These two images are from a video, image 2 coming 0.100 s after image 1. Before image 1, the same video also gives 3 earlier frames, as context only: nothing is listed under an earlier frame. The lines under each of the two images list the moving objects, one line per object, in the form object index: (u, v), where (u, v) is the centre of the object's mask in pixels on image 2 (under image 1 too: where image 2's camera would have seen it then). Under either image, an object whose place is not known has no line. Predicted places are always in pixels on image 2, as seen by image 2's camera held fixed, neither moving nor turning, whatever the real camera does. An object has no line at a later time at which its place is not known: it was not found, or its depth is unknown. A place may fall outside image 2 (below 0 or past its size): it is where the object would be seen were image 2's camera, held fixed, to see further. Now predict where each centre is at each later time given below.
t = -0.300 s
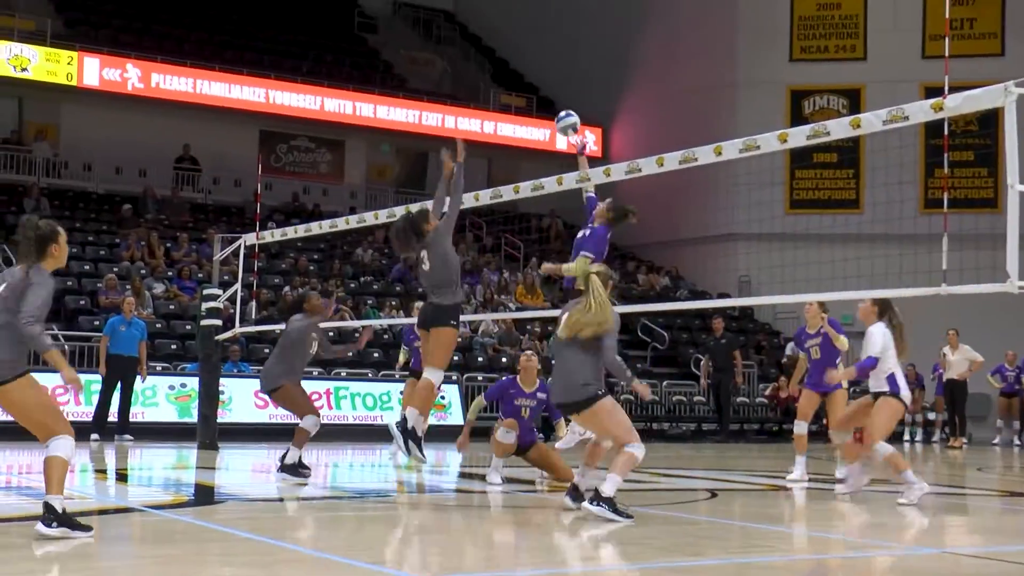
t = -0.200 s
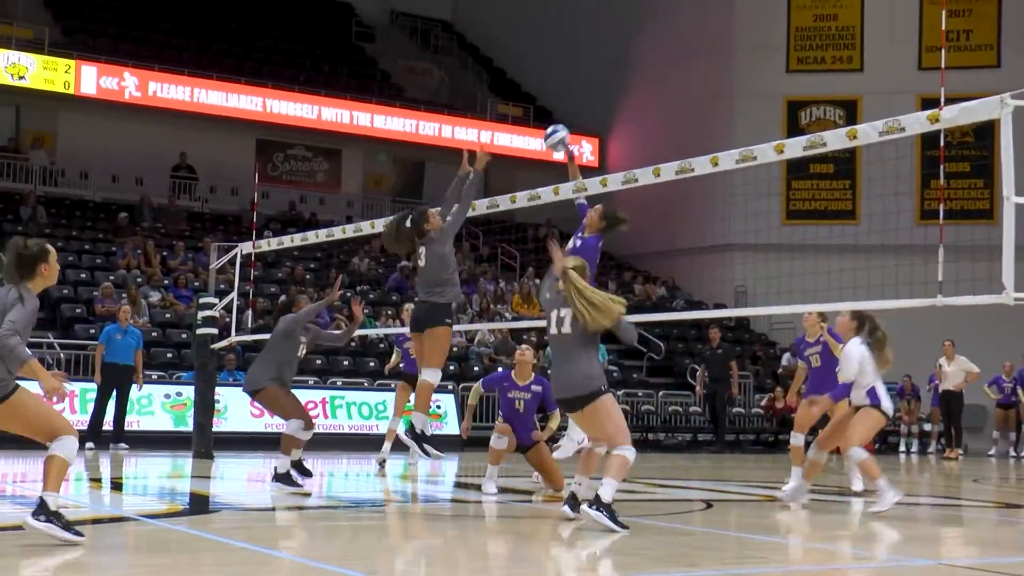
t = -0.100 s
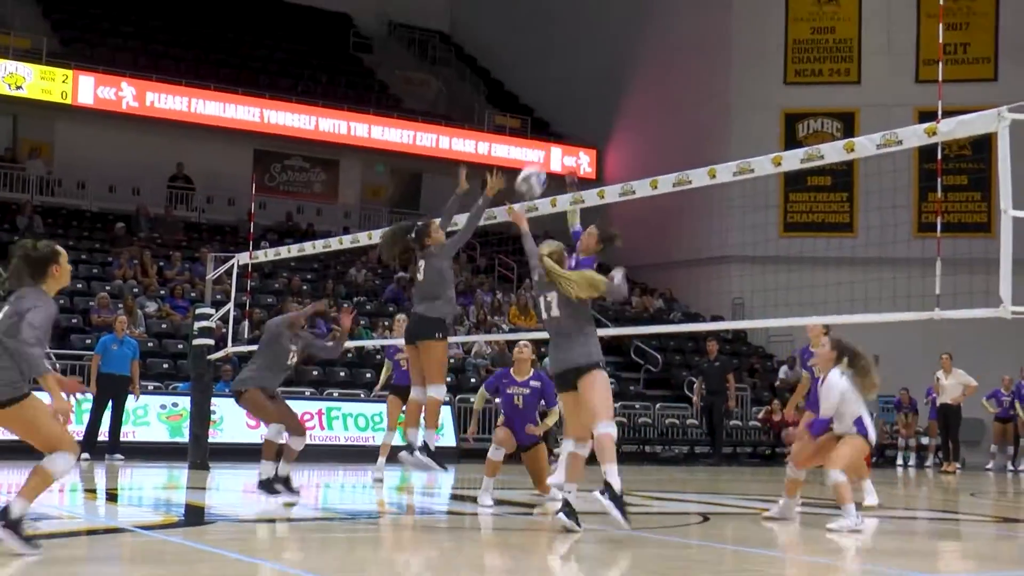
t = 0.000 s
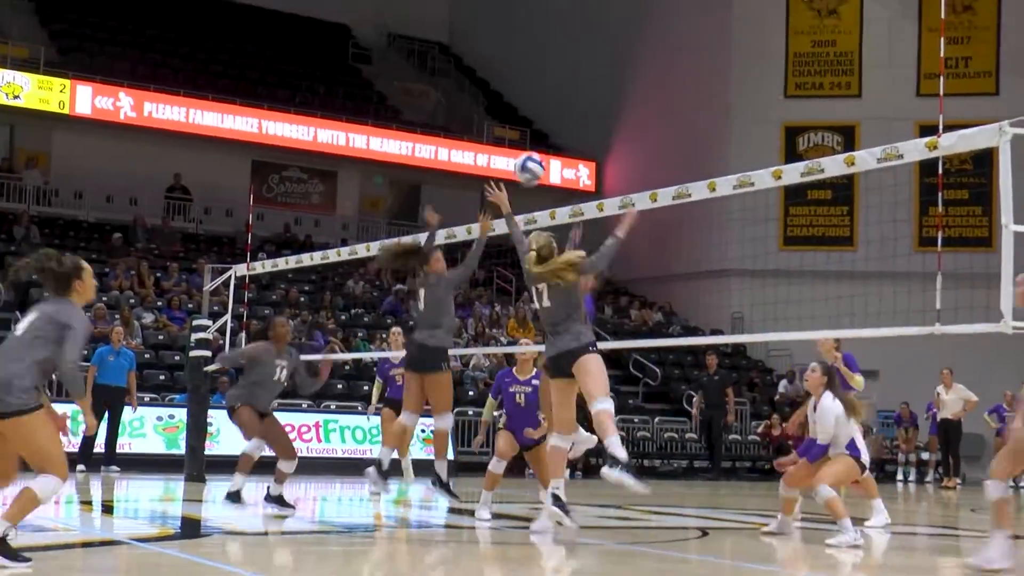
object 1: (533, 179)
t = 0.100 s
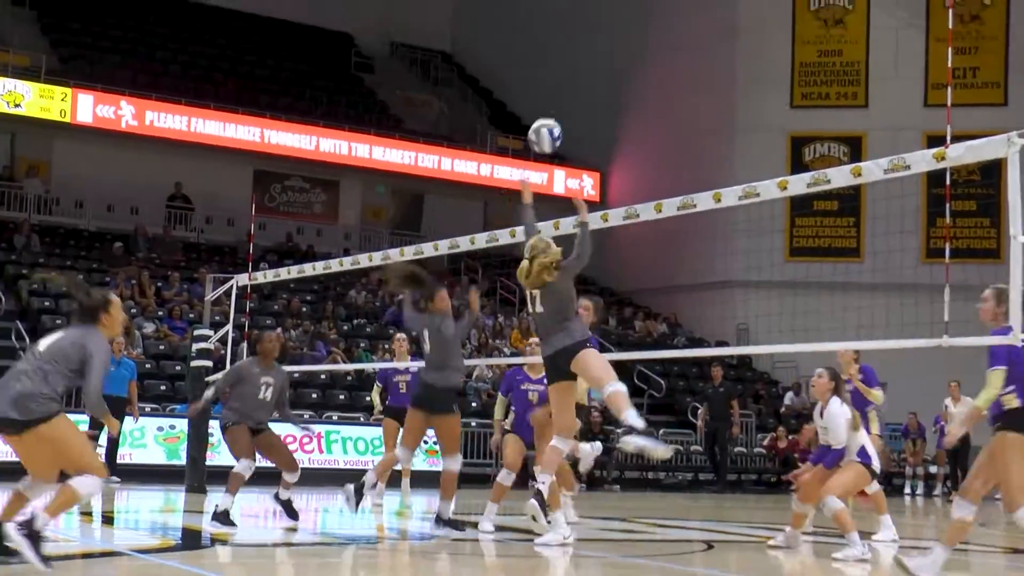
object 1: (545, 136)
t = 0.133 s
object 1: (554, 127)
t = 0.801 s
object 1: (616, 303)
